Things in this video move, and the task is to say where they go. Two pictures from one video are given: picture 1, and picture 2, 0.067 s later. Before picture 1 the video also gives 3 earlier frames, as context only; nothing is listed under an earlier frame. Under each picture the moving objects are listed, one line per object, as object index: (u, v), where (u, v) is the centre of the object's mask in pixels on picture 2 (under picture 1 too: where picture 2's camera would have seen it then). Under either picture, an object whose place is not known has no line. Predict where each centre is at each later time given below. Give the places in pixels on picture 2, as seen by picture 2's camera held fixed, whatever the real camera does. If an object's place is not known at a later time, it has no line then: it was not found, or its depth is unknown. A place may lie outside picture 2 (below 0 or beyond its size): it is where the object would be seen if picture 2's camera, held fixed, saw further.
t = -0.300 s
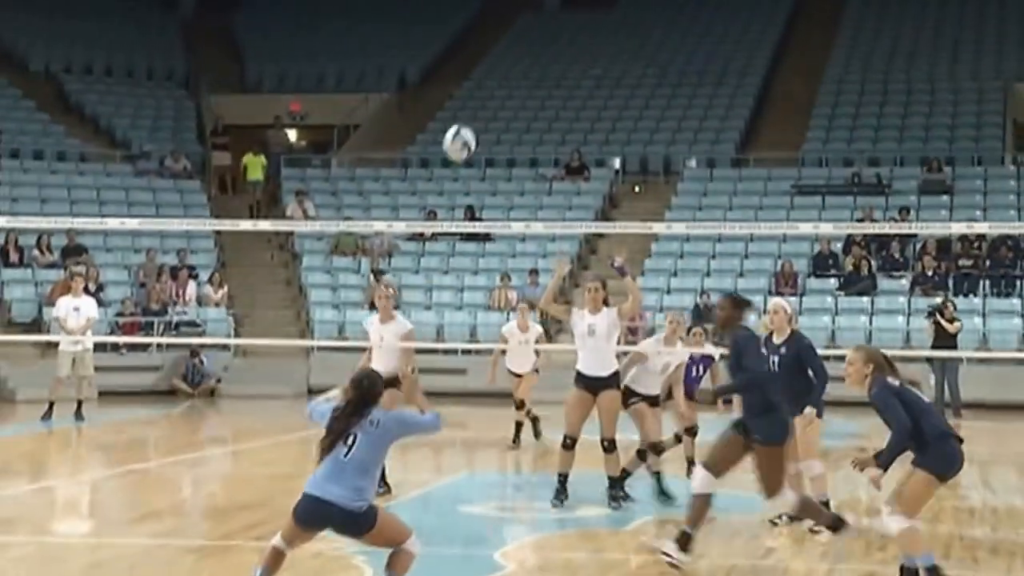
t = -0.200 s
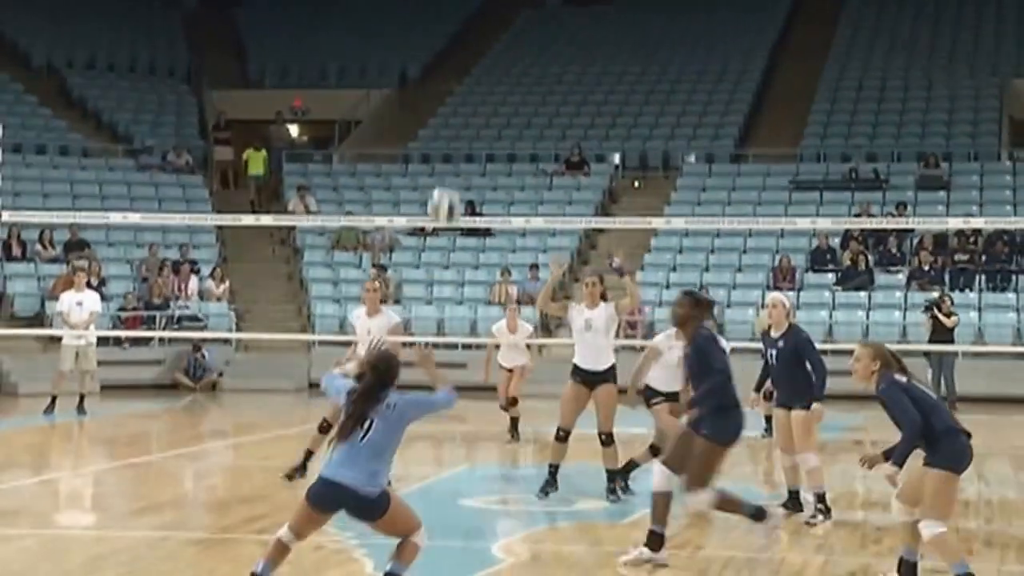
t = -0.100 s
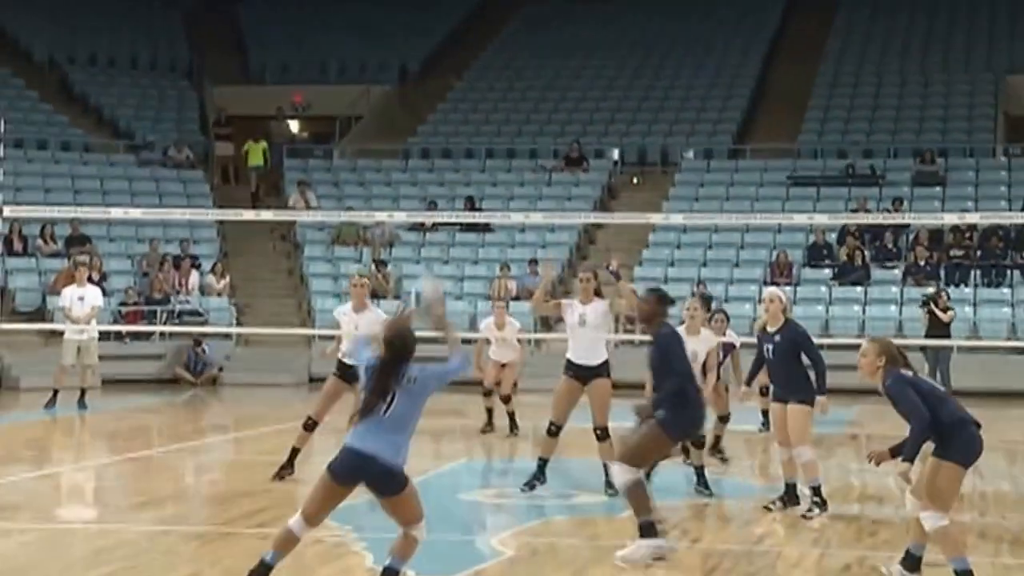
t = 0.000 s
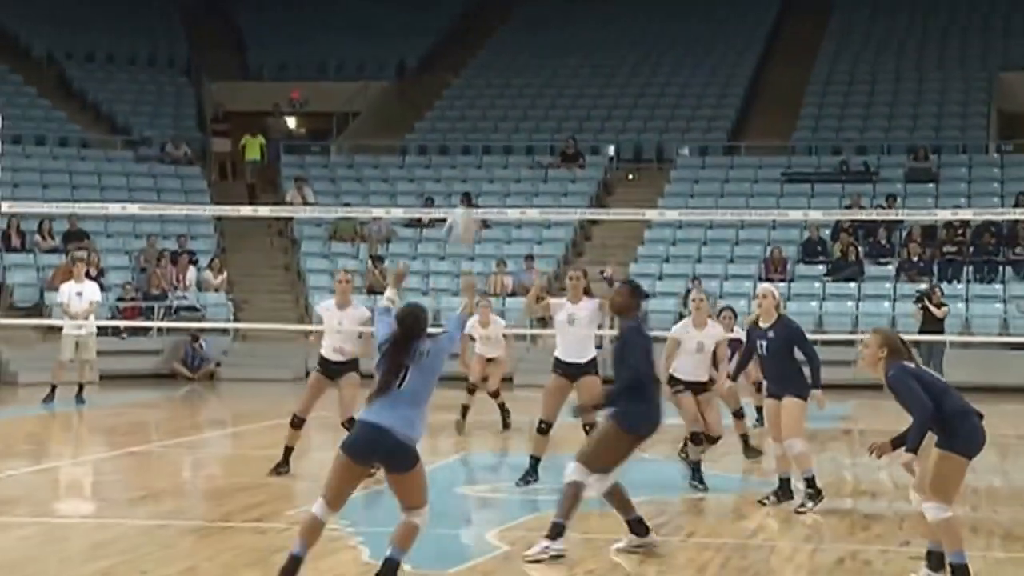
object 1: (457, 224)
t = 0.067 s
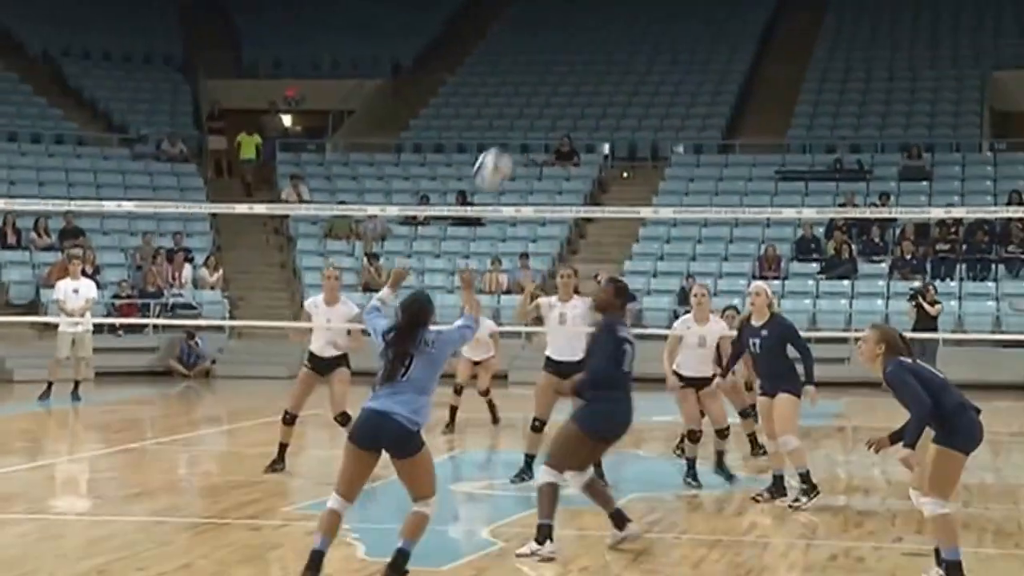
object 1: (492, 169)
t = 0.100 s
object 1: (509, 145)
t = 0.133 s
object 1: (526, 124)
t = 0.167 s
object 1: (542, 104)
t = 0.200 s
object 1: (557, 87)
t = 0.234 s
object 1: (573, 73)
